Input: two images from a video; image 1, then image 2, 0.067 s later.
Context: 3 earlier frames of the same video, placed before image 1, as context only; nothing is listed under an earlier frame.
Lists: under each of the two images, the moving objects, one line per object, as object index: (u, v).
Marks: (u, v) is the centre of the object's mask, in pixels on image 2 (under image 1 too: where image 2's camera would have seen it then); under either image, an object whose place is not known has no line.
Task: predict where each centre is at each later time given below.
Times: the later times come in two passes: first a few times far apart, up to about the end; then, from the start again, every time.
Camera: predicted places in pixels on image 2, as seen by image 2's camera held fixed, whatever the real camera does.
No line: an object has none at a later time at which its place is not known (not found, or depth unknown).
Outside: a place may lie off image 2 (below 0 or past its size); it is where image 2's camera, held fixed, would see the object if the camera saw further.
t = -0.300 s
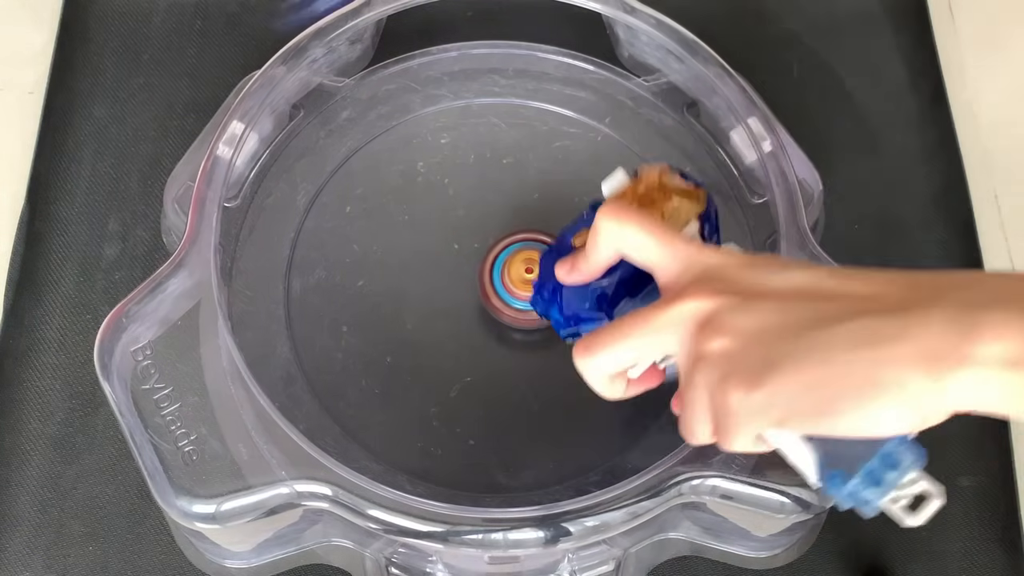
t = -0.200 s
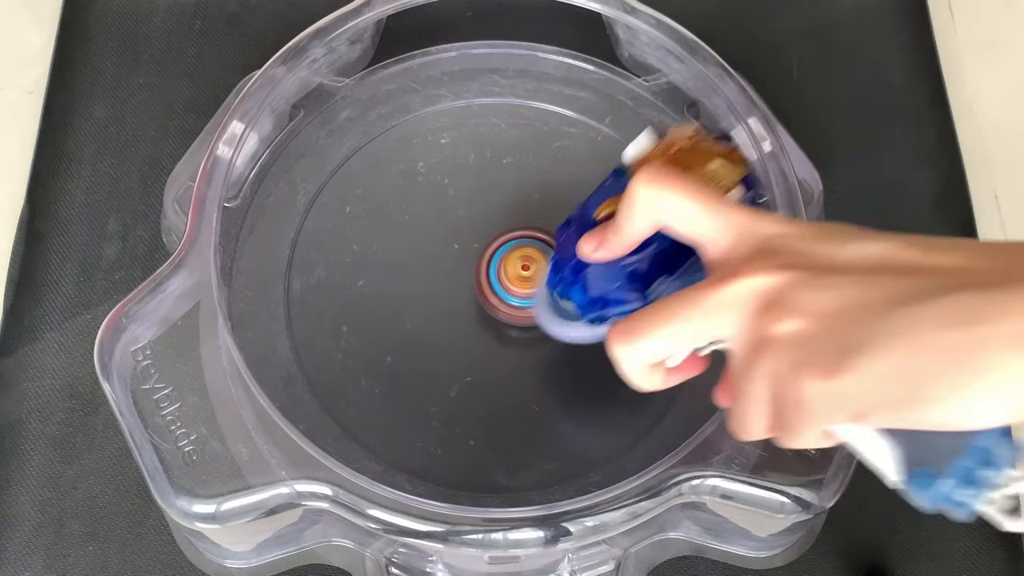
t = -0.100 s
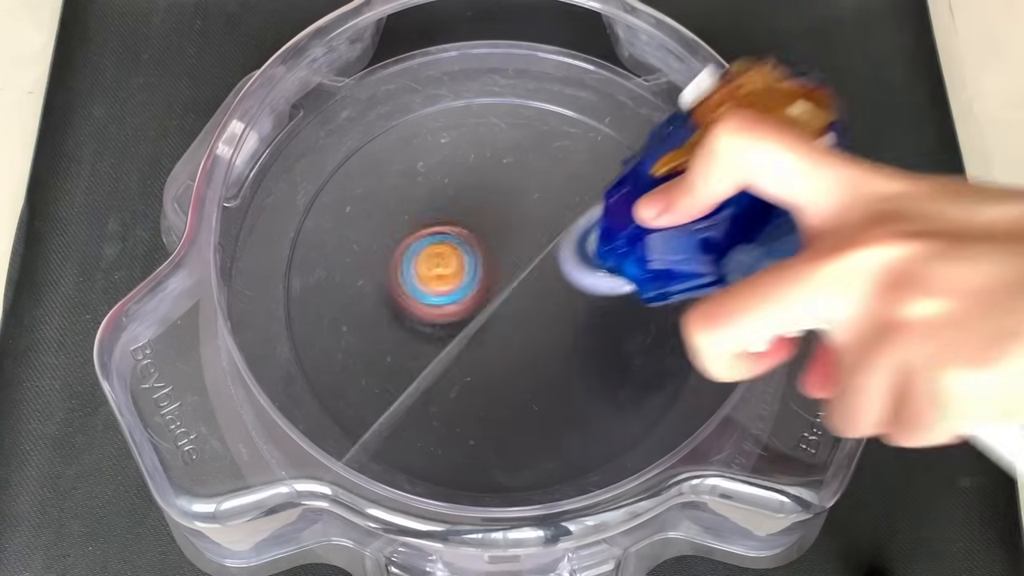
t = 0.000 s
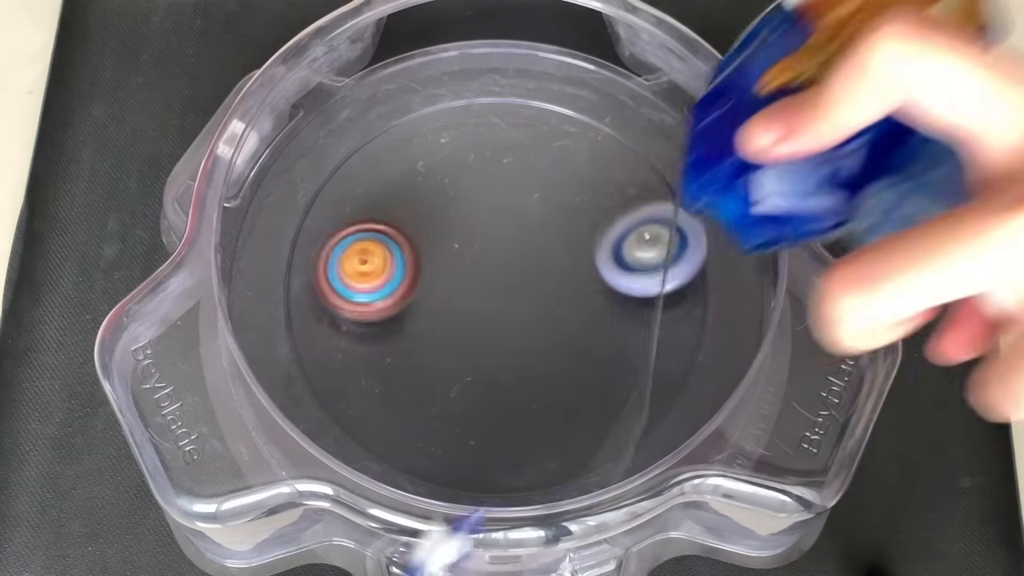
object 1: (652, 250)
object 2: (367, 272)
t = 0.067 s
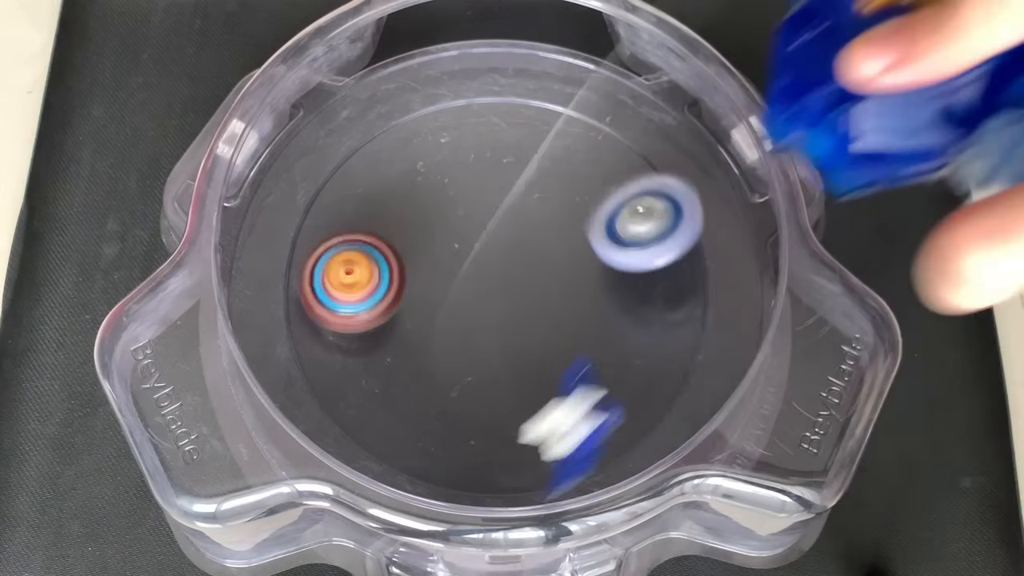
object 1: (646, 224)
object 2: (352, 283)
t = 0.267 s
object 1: (563, 227)
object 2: (438, 376)
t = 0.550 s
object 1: (438, 281)
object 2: (605, 336)
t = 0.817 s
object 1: (517, 286)
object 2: (537, 193)
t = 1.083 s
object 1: (671, 230)
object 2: (402, 230)
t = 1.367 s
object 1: (591, 265)
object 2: (481, 345)
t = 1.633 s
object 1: (621, 94)
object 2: (420, 475)
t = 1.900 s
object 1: (519, 244)
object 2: (508, 349)
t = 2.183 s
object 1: (518, 24)
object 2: (491, 461)
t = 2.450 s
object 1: (527, 21)
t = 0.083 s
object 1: (643, 220)
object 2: (353, 288)
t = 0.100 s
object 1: (639, 218)
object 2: (356, 294)
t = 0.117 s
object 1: (634, 218)
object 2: (359, 301)
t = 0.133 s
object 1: (627, 219)
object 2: (364, 307)
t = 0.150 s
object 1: (621, 223)
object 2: (371, 316)
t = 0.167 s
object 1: (614, 225)
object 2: (379, 325)
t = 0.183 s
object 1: (607, 221)
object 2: (387, 333)
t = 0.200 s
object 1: (599, 219)
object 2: (396, 343)
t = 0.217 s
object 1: (591, 219)
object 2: (406, 352)
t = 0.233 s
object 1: (581, 221)
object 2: (415, 361)
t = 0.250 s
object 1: (572, 225)
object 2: (427, 368)
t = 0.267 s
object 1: (563, 227)
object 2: (438, 376)
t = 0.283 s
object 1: (553, 228)
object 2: (451, 381)
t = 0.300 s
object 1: (544, 230)
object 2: (464, 387)
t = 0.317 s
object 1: (534, 233)
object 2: (477, 391)
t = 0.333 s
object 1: (525, 235)
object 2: (491, 394)
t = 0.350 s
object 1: (515, 238)
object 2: (505, 395)
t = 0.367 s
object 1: (506, 240)
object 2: (517, 396)
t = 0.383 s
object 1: (497, 243)
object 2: (530, 395)
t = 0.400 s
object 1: (488, 246)
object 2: (541, 393)
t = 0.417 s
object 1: (480, 249)
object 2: (552, 390)
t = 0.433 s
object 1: (473, 253)
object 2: (562, 387)
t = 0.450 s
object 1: (466, 257)
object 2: (570, 381)
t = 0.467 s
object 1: (459, 261)
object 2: (577, 376)
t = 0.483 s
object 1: (454, 265)
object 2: (584, 369)
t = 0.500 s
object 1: (449, 268)
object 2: (591, 362)
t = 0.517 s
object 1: (445, 273)
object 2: (596, 354)
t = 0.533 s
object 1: (441, 276)
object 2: (601, 345)
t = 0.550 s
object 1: (438, 281)
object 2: (605, 336)
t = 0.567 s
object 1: (436, 285)
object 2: (608, 325)
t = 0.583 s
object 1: (435, 288)
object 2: (610, 314)
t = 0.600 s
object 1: (435, 292)
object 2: (611, 304)
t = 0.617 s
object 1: (436, 295)
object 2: (610, 293)
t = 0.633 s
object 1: (438, 298)
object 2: (608, 282)
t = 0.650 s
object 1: (441, 299)
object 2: (606, 270)
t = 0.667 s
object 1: (446, 300)
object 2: (603, 261)
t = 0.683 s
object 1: (451, 301)
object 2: (598, 250)
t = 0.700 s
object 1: (457, 302)
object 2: (593, 241)
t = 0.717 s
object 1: (464, 300)
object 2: (587, 233)
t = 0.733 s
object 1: (472, 298)
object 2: (579, 225)
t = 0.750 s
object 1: (480, 297)
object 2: (571, 218)
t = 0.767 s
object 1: (488, 294)
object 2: (563, 211)
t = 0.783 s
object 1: (498, 291)
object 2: (554, 204)
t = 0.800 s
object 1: (508, 287)
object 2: (546, 199)
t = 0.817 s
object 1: (517, 286)
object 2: (537, 193)
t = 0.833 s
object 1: (527, 283)
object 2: (527, 188)
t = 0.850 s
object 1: (538, 280)
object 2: (517, 183)
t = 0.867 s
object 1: (548, 278)
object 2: (507, 180)
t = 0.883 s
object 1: (558, 274)
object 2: (497, 177)
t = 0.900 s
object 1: (569, 270)
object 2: (486, 176)
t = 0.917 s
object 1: (578, 267)
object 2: (475, 175)
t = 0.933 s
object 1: (589, 263)
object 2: (464, 177)
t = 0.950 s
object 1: (599, 259)
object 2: (455, 179)
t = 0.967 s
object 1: (609, 256)
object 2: (445, 183)
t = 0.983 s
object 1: (618, 251)
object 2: (437, 187)
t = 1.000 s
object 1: (629, 247)
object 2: (428, 193)
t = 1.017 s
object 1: (637, 244)
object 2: (422, 199)
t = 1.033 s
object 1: (647, 239)
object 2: (415, 206)
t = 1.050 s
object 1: (656, 236)
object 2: (410, 213)
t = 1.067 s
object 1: (663, 233)
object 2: (405, 222)
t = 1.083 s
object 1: (671, 230)
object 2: (402, 230)
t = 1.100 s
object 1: (677, 228)
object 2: (399, 239)
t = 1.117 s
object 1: (682, 226)
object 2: (397, 249)
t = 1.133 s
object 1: (686, 224)
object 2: (395, 260)
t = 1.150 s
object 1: (686, 225)
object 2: (396, 269)
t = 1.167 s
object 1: (684, 227)
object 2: (396, 280)
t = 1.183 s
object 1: (680, 230)
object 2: (399, 288)
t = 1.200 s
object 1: (675, 232)
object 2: (403, 297)
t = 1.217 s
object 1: (670, 235)
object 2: (409, 306)
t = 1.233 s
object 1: (663, 239)
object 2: (414, 314)
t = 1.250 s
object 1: (656, 242)
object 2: (421, 321)
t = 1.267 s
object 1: (649, 246)
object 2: (428, 327)
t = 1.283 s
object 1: (640, 249)
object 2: (436, 332)
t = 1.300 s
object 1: (632, 252)
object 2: (445, 336)
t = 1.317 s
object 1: (622, 256)
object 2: (453, 339)
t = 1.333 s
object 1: (612, 259)
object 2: (462, 342)
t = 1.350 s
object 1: (602, 263)
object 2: (471, 344)
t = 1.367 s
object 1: (591, 265)
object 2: (481, 345)
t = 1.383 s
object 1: (581, 268)
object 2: (489, 346)
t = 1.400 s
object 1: (571, 268)
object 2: (496, 347)
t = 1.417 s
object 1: (574, 255)
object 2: (488, 364)
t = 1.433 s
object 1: (579, 239)
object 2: (478, 382)
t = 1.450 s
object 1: (585, 222)
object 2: (468, 402)
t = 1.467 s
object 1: (589, 206)
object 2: (458, 415)
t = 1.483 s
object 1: (594, 191)
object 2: (449, 431)
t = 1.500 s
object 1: (598, 176)
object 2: (441, 443)
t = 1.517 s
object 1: (603, 162)
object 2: (434, 451)
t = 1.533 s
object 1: (607, 149)
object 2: (430, 456)
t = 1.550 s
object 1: (611, 137)
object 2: (427, 459)
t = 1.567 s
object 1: (614, 125)
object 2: (424, 462)
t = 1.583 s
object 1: (616, 115)
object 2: (422, 465)
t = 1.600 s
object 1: (618, 107)
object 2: (422, 468)
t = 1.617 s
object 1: (620, 99)
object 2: (419, 474)
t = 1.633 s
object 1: (621, 94)
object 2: (420, 475)
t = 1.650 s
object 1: (617, 97)
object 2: (425, 469)
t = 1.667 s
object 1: (612, 103)
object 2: (428, 467)
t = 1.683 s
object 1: (608, 108)
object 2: (430, 465)
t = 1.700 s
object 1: (602, 116)
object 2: (433, 463)
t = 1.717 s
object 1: (598, 122)
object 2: (437, 460)
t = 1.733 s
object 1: (591, 132)
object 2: (442, 458)
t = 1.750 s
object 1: (585, 141)
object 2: (446, 454)
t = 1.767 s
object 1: (579, 151)
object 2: (452, 448)
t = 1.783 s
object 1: (571, 163)
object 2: (462, 437)
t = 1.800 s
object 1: (565, 174)
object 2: (469, 427)
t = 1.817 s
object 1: (558, 184)
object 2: (475, 413)
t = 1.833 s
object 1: (550, 197)
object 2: (483, 400)
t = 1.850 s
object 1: (542, 209)
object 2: (489, 388)
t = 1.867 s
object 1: (534, 221)
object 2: (495, 376)
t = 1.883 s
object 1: (526, 234)
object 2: (502, 361)
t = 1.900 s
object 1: (519, 244)
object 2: (508, 349)
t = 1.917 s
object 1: (516, 230)
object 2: (508, 358)
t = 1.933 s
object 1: (516, 208)
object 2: (506, 377)
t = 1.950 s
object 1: (516, 184)
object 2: (505, 396)
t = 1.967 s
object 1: (515, 161)
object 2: (502, 419)
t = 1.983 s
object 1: (515, 140)
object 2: (500, 440)
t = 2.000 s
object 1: (513, 121)
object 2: (497, 457)
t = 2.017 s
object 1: (512, 106)
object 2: (495, 471)
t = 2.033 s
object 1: (511, 93)
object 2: (495, 478)
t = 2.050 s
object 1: (510, 82)
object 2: (495, 481)
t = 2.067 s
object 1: (509, 72)
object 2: (495, 480)
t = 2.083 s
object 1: (510, 57)
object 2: (495, 478)
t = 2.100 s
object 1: (512, 46)
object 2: (496, 476)
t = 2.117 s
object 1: (512, 38)
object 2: (496, 475)
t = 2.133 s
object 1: (514, 32)
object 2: (497, 474)
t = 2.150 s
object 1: (515, 27)
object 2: (495, 470)
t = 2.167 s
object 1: (517, 24)
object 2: (493, 466)
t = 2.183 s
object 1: (518, 24)
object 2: (491, 461)
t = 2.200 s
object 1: (520, 23)
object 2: (490, 458)
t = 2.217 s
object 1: (521, 25)
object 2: (488, 454)
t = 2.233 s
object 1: (522, 25)
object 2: (489, 443)
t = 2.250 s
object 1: (522, 18)
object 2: (489, 433)
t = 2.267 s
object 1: (527, 22)
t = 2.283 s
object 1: (530, 24)
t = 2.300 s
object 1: (533, 24)
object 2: (491, 404)
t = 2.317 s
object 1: (536, 24)
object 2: (492, 390)
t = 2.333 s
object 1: (539, 24)
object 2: (494, 377)
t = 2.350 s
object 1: (542, 23)
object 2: (495, 364)
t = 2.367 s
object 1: (544, 22)
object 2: (498, 350)
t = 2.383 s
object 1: (545, 21)
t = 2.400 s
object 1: (542, 21)
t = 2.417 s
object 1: (537, 21)
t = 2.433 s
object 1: (532, 21)
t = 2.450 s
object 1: (527, 21)
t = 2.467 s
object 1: (521, 21)
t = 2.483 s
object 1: (516, 19)
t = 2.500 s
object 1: (510, 19)
